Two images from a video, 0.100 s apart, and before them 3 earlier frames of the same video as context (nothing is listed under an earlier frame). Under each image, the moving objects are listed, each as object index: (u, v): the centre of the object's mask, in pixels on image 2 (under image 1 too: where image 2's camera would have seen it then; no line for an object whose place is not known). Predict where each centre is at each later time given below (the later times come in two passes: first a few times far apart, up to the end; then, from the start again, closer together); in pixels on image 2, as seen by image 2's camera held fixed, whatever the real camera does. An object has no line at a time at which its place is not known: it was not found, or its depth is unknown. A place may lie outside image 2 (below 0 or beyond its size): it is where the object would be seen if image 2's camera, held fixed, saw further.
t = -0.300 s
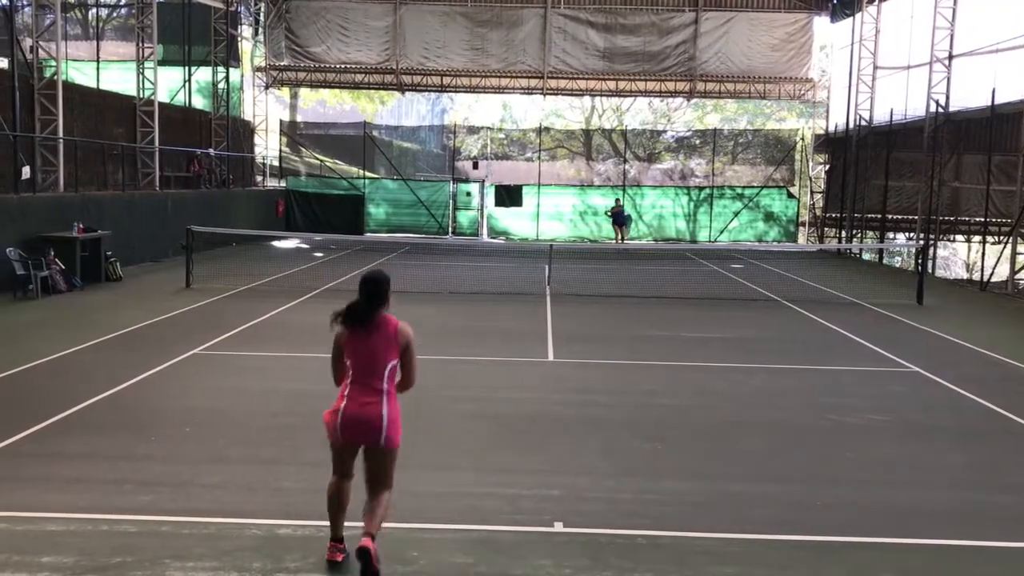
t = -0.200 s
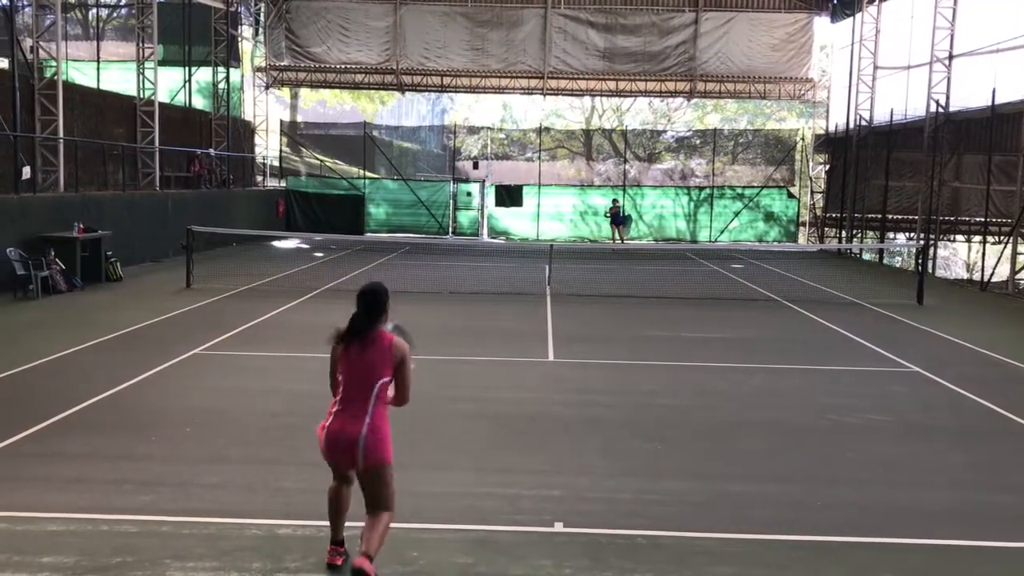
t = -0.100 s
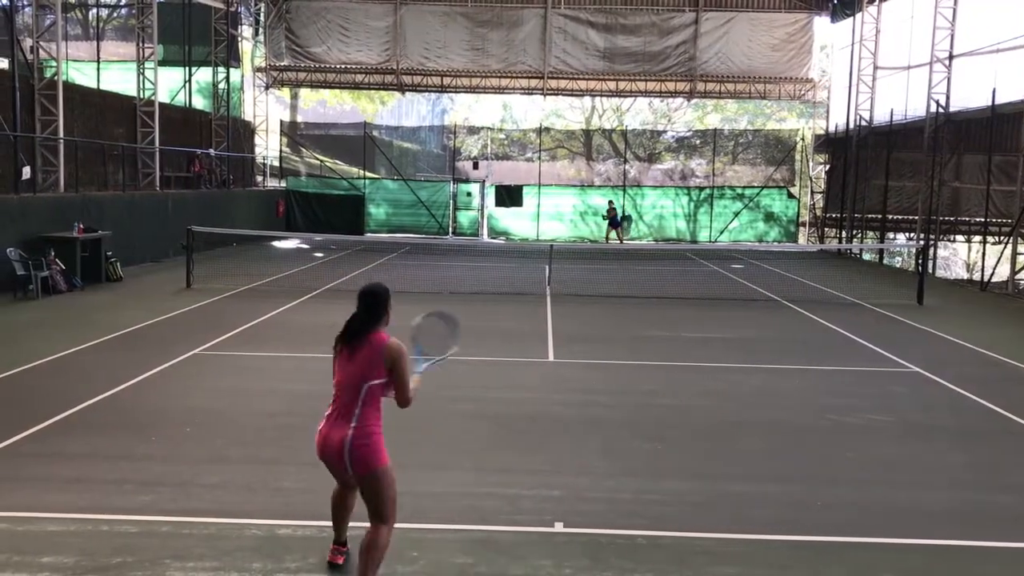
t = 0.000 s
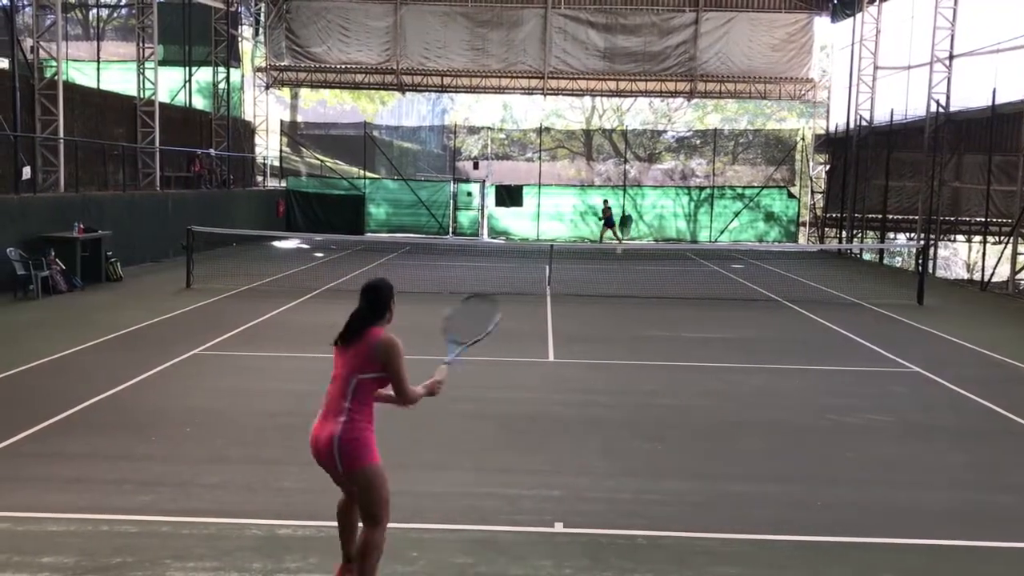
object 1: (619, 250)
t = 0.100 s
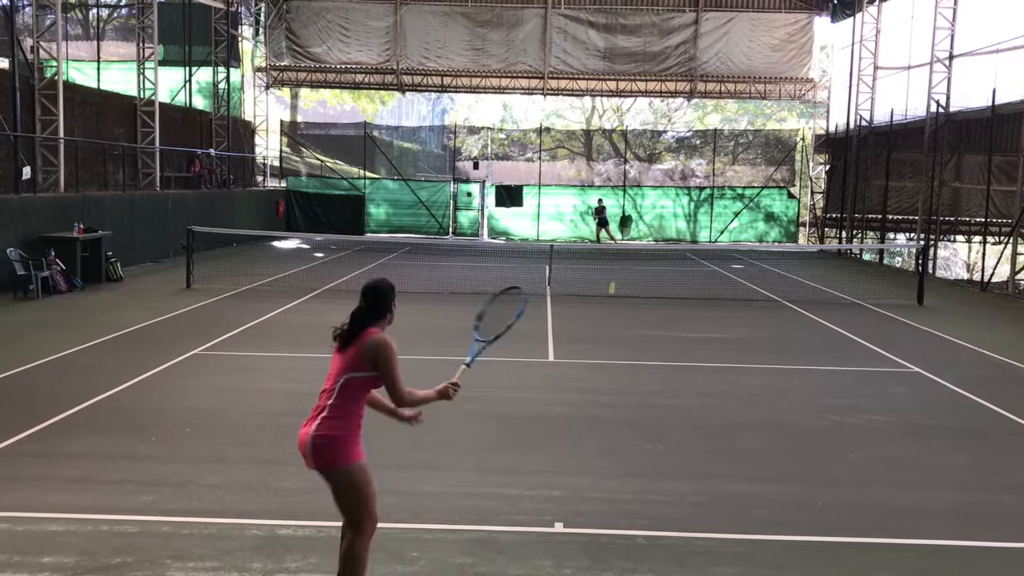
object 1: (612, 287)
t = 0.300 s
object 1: (599, 348)
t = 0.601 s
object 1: (582, 340)
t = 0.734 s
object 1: (569, 388)
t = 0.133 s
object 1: (609, 305)
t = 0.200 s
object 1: (604, 344)
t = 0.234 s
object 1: (601, 363)
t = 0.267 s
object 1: (600, 355)
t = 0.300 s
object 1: (599, 348)
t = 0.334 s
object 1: (597, 343)
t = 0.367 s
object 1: (596, 338)
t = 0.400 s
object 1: (594, 335)
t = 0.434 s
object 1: (593, 332)
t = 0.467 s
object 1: (591, 330)
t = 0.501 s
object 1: (589, 330)
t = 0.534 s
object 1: (587, 332)
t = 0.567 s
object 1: (584, 335)
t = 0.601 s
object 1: (582, 340)
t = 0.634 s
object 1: (580, 347)
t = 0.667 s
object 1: (576, 357)
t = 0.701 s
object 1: (573, 371)
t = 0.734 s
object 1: (569, 388)
